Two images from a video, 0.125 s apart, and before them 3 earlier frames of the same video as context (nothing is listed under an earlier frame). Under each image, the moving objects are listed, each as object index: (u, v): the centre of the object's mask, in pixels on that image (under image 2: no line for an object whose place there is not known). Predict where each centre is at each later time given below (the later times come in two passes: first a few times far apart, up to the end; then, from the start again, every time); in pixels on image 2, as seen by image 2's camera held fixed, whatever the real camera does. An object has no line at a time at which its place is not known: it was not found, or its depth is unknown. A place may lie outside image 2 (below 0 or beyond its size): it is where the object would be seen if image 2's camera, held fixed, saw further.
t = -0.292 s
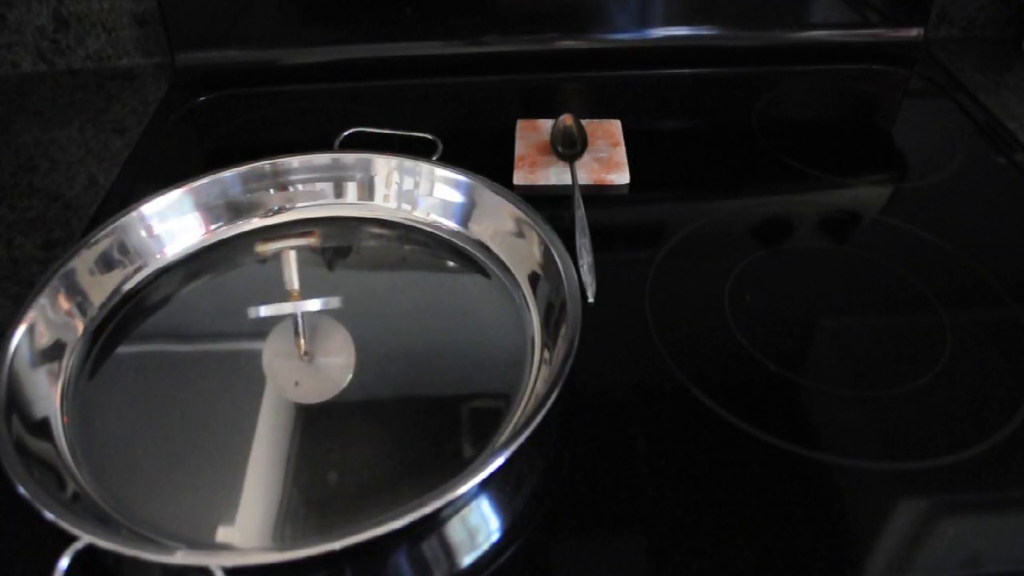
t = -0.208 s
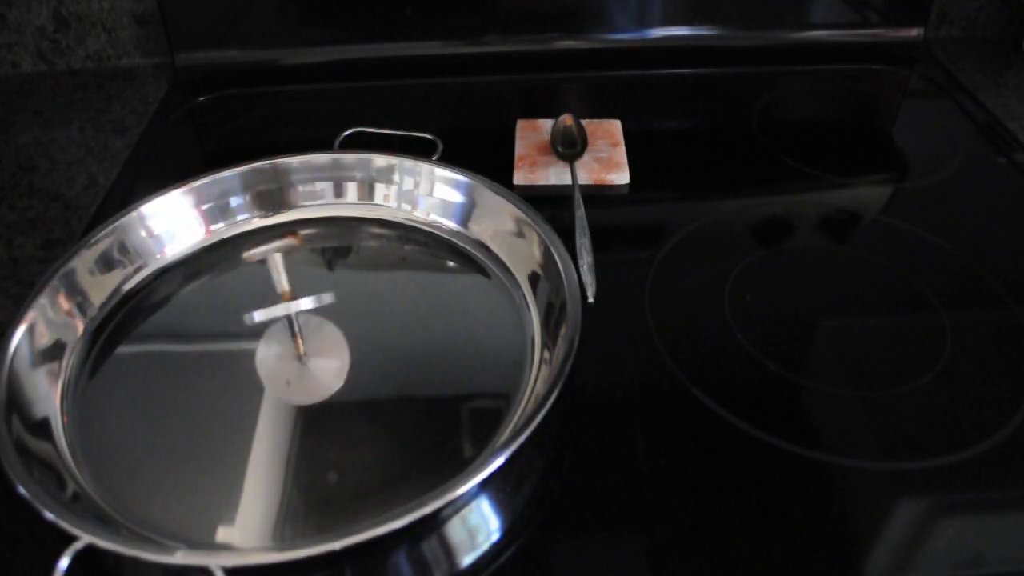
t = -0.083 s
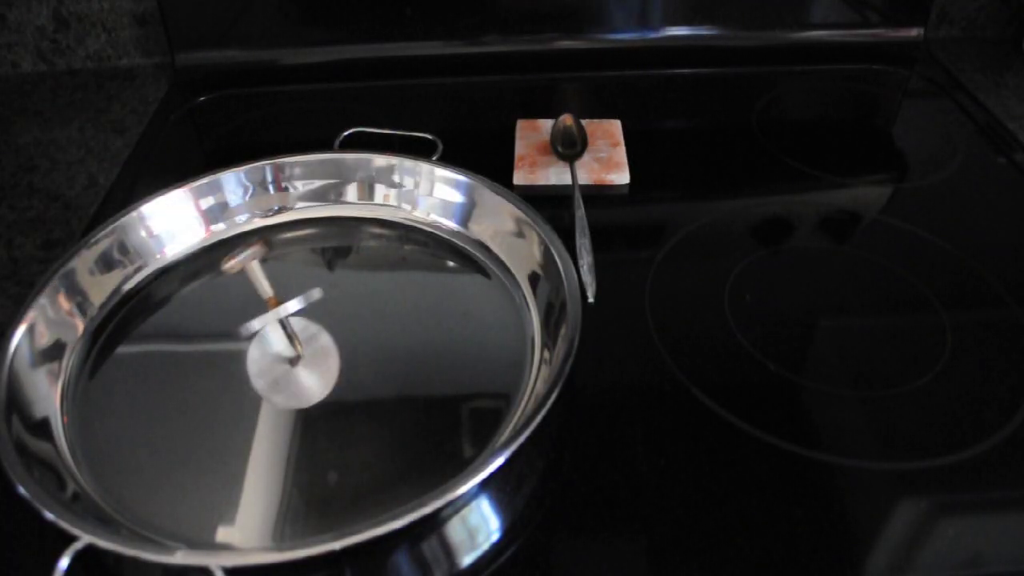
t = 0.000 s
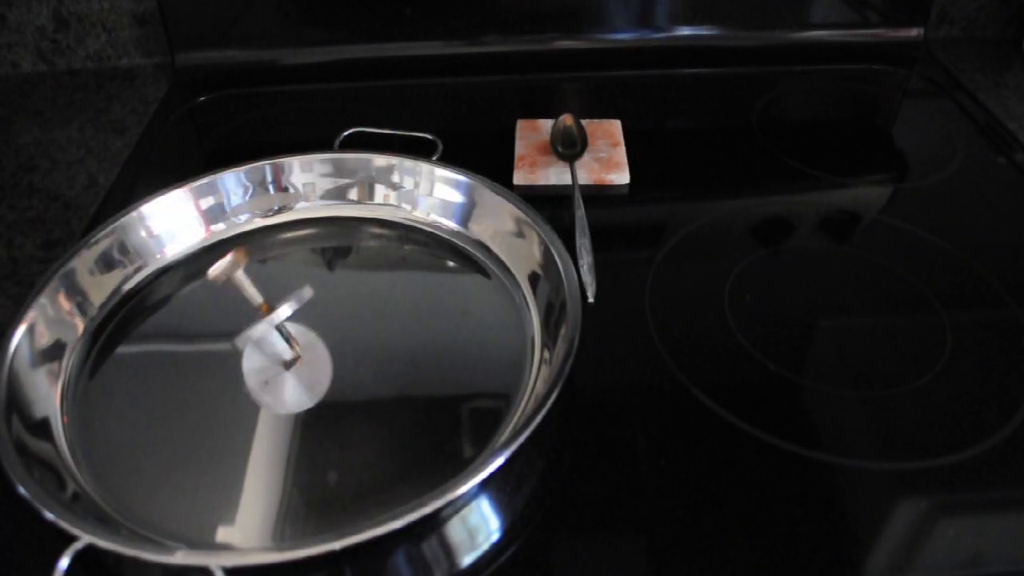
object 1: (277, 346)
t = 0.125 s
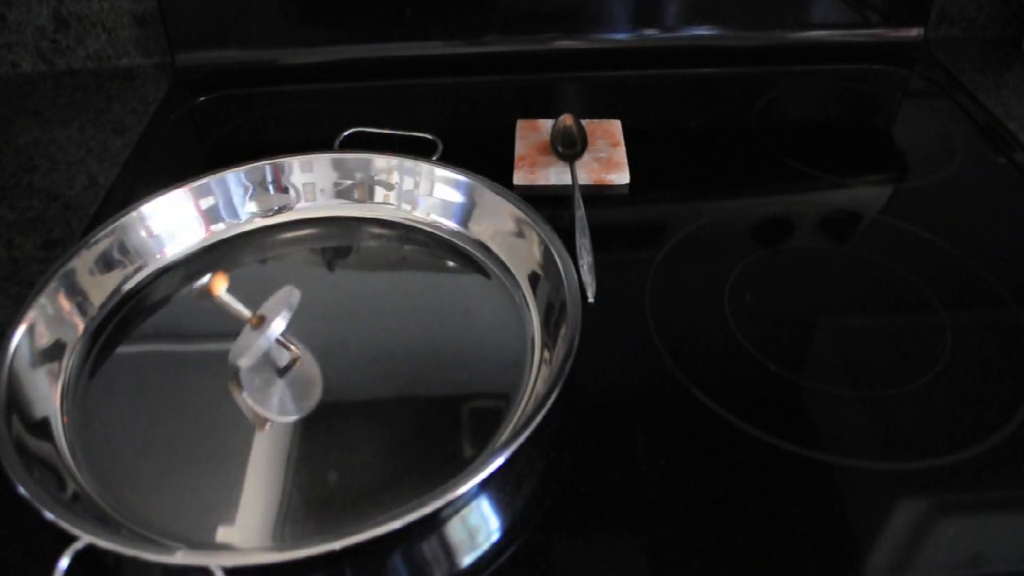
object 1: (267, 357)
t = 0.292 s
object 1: (262, 368)
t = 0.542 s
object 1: (290, 371)
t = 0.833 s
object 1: (324, 364)
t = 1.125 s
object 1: (338, 350)
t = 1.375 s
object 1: (336, 342)
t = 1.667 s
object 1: (313, 333)
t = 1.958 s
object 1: (274, 345)
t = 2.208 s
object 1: (261, 365)
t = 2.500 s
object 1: (284, 377)
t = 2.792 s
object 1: (313, 371)
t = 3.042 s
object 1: (333, 351)
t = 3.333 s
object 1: (333, 339)
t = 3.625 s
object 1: (301, 337)
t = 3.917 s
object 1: (271, 347)
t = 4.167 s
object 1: (260, 360)
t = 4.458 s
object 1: (281, 378)
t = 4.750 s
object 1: (323, 369)
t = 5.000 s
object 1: (339, 346)
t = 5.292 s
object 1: (330, 336)
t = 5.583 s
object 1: (309, 333)
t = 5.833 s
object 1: (286, 341)
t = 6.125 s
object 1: (263, 362)
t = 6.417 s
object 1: (285, 372)
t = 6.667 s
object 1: (315, 371)
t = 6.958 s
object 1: (335, 356)
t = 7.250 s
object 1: (338, 343)
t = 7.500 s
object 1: (323, 335)
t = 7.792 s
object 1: (286, 339)
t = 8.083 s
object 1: (262, 363)
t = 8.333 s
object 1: (272, 373)
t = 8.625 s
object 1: (301, 374)
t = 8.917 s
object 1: (328, 357)
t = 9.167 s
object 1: (339, 343)
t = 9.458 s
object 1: (314, 335)
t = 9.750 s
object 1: (284, 341)
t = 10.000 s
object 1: (263, 352)
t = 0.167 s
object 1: (265, 361)
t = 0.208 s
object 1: (263, 364)
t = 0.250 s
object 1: (263, 366)
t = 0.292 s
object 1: (262, 368)
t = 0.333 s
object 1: (264, 369)
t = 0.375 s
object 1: (267, 370)
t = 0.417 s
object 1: (272, 368)
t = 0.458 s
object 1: (279, 371)
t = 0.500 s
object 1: (284, 371)
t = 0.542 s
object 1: (290, 371)
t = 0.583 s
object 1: (295, 371)
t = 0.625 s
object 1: (300, 371)
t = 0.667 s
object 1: (306, 370)
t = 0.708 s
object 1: (311, 370)
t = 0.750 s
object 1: (316, 368)
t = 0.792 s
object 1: (320, 366)
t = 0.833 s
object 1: (324, 364)
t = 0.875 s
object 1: (327, 362)
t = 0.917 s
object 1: (330, 360)
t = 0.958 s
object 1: (332, 358)
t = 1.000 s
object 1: (335, 356)
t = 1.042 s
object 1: (336, 354)
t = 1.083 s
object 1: (337, 352)
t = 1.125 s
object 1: (338, 350)
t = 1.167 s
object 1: (339, 349)
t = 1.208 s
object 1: (339, 348)
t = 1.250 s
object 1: (338, 346)
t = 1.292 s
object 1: (338, 344)
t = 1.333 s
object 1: (337, 343)
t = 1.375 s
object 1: (336, 342)
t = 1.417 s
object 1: (335, 339)
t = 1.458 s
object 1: (332, 338)
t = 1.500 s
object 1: (328, 336)
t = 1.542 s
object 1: (325, 336)
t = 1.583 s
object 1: (321, 334)
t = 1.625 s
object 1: (318, 334)
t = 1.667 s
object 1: (313, 333)
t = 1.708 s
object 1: (307, 333)
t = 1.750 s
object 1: (302, 334)
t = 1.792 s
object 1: (296, 336)
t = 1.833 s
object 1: (291, 338)
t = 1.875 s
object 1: (285, 340)
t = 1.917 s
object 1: (279, 342)
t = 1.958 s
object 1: (274, 345)
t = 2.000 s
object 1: (269, 347)
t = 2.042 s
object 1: (265, 350)
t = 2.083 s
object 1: (261, 354)
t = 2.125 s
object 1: (260, 358)
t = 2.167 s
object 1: (260, 362)
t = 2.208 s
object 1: (261, 365)
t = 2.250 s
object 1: (262, 367)
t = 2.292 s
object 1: (265, 370)
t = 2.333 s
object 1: (267, 372)
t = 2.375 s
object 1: (271, 373)
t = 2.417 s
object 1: (275, 375)
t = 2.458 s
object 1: (280, 376)
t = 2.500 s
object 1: (284, 377)
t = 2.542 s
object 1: (288, 377)
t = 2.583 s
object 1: (292, 377)
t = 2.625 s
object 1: (297, 376)
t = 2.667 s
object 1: (301, 376)
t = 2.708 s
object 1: (305, 374)
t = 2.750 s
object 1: (309, 372)
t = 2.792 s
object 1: (313, 371)
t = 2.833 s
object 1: (317, 369)
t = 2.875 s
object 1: (321, 366)
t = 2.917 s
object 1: (324, 363)
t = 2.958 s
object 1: (327, 359)
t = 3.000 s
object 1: (330, 356)
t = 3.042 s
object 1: (333, 351)
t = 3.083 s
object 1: (336, 349)
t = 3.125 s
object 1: (338, 346)
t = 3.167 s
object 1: (339, 344)
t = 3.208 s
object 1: (339, 342)
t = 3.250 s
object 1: (338, 340)
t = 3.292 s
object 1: (336, 339)
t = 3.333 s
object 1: (333, 339)
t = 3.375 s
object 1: (329, 338)
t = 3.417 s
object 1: (324, 337)
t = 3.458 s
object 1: (320, 338)
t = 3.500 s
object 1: (315, 339)
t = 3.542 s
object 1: (311, 339)
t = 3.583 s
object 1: (306, 338)
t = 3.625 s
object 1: (301, 337)
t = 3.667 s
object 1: (296, 338)
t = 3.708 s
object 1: (292, 339)
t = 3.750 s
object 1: (287, 341)
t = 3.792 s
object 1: (283, 342)
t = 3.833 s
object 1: (279, 343)
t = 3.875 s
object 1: (275, 345)
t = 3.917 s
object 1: (271, 347)
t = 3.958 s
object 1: (267, 349)
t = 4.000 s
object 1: (265, 351)
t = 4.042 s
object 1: (263, 354)
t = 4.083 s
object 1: (261, 356)
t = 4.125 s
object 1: (260, 358)
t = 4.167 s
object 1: (260, 360)
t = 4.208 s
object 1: (260, 362)
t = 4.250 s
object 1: (261, 365)
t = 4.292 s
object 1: (262, 367)
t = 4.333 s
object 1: (265, 369)
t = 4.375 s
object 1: (270, 370)
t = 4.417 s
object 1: (276, 374)
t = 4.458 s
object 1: (281, 378)
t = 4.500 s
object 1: (287, 377)
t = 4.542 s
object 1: (293, 378)
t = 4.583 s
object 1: (299, 378)
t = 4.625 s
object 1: (305, 377)
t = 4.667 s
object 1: (312, 374)
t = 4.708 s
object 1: (318, 372)
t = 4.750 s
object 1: (323, 369)
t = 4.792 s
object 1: (328, 365)
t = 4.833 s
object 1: (331, 362)
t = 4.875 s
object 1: (334, 359)
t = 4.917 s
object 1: (337, 354)
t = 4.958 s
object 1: (338, 349)
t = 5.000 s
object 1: (339, 346)
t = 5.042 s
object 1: (339, 343)
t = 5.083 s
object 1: (338, 341)
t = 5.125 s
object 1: (337, 340)
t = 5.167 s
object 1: (335, 338)
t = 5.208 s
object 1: (334, 337)
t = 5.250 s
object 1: (332, 336)
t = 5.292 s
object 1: (330, 336)
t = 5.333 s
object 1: (327, 335)
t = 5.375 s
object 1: (325, 334)
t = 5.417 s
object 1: (322, 334)
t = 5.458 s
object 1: (319, 333)
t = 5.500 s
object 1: (316, 332)
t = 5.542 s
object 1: (313, 333)
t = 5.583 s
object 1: (309, 333)
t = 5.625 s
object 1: (306, 334)
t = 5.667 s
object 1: (302, 337)
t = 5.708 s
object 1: (298, 338)
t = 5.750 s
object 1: (294, 338)
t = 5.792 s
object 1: (290, 339)
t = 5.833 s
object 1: (286, 341)
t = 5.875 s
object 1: (282, 345)
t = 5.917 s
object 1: (279, 348)
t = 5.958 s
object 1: (276, 351)
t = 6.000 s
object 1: (273, 354)
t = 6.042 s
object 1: (269, 357)
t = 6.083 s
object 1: (265, 360)
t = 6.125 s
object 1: (263, 362)
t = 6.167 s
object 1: (262, 364)
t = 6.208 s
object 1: (262, 365)
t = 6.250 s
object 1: (263, 366)
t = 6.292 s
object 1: (267, 368)
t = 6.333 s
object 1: (272, 369)
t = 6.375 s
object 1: (278, 369)
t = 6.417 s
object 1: (285, 372)
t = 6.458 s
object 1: (290, 372)
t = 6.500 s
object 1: (295, 373)
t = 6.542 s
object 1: (300, 374)
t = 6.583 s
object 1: (305, 373)
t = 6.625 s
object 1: (310, 372)
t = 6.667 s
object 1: (315, 371)
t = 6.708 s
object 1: (319, 369)
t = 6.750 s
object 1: (323, 367)
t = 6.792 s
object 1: (326, 365)
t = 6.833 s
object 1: (329, 363)
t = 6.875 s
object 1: (332, 361)
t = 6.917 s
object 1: (334, 358)
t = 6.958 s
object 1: (335, 356)
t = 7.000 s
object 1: (336, 354)
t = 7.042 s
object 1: (337, 353)
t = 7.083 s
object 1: (338, 350)
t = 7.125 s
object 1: (339, 348)
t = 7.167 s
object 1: (339, 346)
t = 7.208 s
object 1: (339, 345)
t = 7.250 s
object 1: (338, 343)
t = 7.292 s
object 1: (337, 342)
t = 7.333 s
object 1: (336, 341)
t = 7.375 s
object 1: (334, 339)
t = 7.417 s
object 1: (331, 337)
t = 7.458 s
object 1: (327, 336)
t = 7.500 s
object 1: (323, 335)
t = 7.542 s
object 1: (319, 334)
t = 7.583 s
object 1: (314, 333)
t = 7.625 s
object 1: (309, 333)
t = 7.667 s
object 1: (303, 333)
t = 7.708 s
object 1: (298, 335)
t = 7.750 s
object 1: (292, 337)
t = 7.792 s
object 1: (286, 339)
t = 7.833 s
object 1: (280, 341)
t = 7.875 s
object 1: (276, 345)
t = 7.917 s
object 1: (270, 346)
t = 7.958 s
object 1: (266, 349)
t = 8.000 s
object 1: (263, 352)
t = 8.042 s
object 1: (262, 358)
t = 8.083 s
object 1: (262, 363)
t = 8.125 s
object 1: (262, 366)
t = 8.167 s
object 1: (263, 368)
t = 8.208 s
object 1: (264, 369)
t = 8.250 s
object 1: (266, 370)
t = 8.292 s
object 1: (269, 370)
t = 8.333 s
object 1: (272, 373)
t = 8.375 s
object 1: (276, 375)
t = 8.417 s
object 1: (280, 375)
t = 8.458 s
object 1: (284, 376)
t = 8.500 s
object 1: (288, 376)
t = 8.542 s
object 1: (292, 377)
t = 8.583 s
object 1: (296, 374)
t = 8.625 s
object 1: (301, 374)
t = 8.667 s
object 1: (305, 372)
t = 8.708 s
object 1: (309, 370)
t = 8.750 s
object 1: (313, 369)
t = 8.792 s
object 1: (318, 366)
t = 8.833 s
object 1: (321, 363)
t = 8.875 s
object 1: (325, 360)
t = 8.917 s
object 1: (328, 357)
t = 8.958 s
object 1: (332, 354)
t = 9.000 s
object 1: (335, 351)
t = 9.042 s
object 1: (338, 348)
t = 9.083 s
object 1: (340, 346)
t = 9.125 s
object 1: (340, 345)
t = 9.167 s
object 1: (339, 343)
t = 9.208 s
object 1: (336, 343)
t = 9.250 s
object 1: (334, 341)
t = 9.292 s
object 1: (330, 341)
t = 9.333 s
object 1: (326, 340)
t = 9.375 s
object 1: (322, 338)
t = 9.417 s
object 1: (318, 336)
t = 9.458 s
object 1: (314, 335)
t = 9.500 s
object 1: (309, 334)
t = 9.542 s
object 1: (305, 334)
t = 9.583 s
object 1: (300, 335)
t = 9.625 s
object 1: (295, 336)
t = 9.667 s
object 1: (291, 338)
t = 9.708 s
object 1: (287, 340)
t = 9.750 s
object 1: (284, 341)
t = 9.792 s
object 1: (279, 343)
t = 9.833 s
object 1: (276, 344)
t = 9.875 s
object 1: (273, 346)
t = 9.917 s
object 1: (269, 348)
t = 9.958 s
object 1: (266, 350)
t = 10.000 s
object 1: (263, 352)
